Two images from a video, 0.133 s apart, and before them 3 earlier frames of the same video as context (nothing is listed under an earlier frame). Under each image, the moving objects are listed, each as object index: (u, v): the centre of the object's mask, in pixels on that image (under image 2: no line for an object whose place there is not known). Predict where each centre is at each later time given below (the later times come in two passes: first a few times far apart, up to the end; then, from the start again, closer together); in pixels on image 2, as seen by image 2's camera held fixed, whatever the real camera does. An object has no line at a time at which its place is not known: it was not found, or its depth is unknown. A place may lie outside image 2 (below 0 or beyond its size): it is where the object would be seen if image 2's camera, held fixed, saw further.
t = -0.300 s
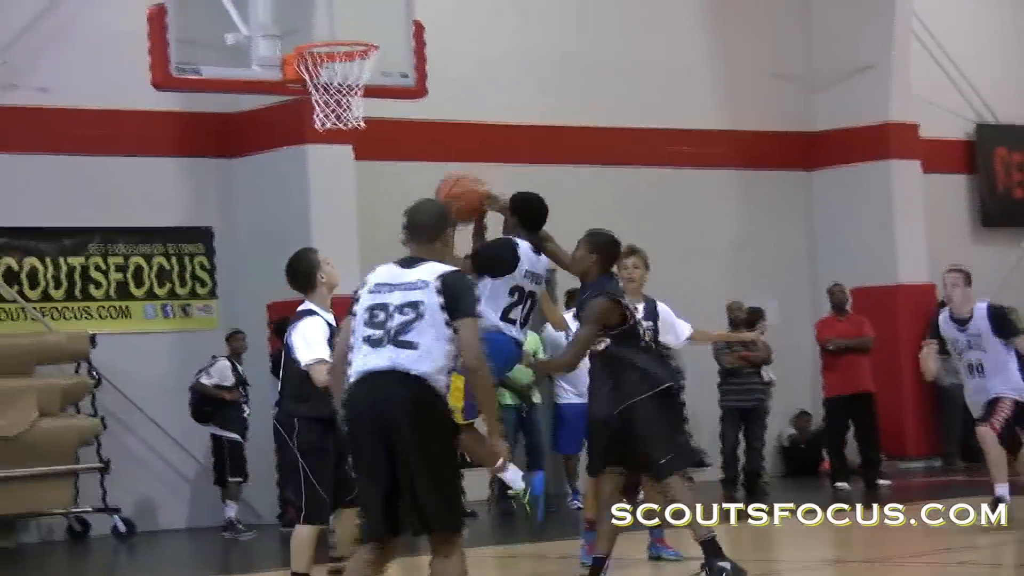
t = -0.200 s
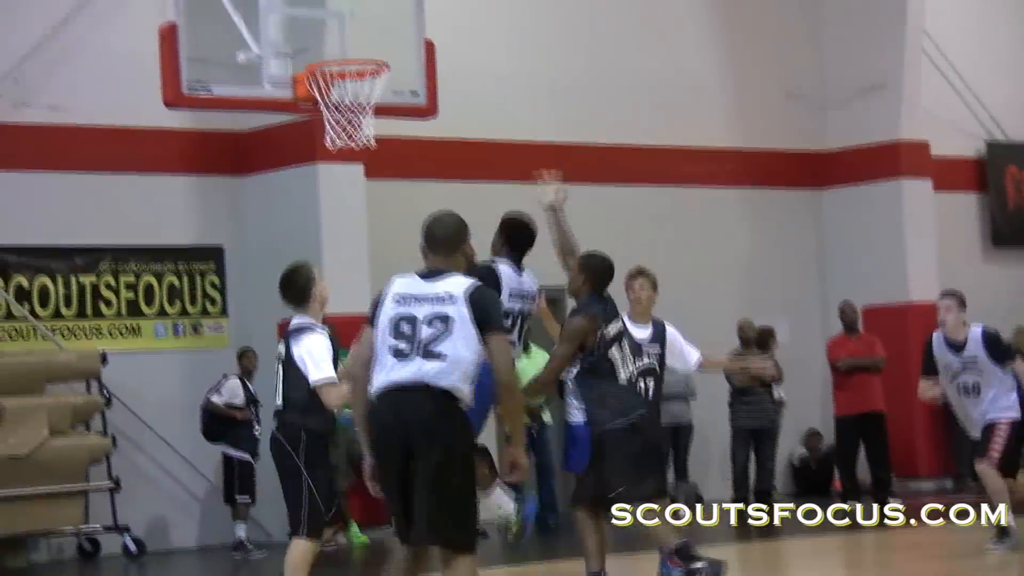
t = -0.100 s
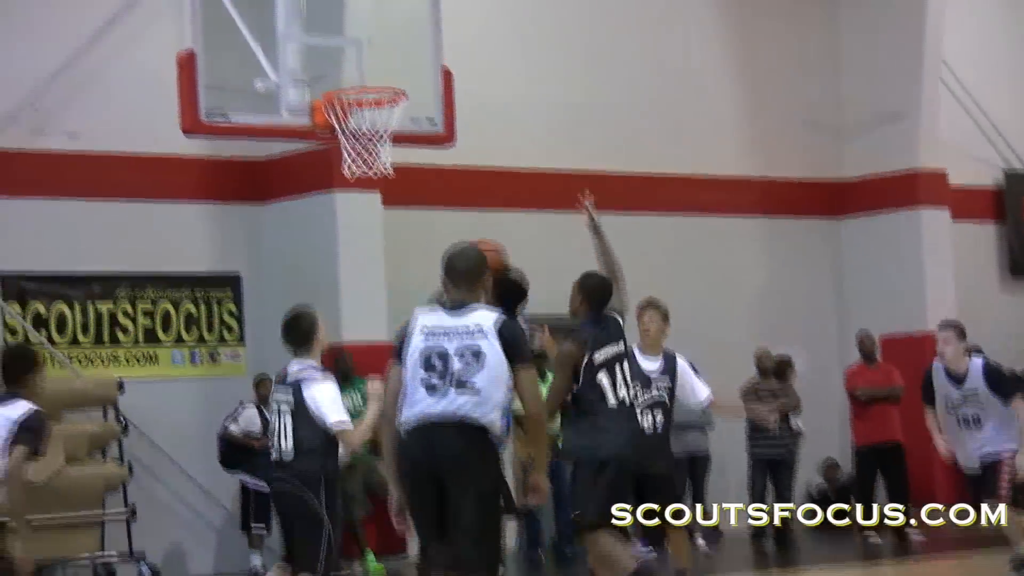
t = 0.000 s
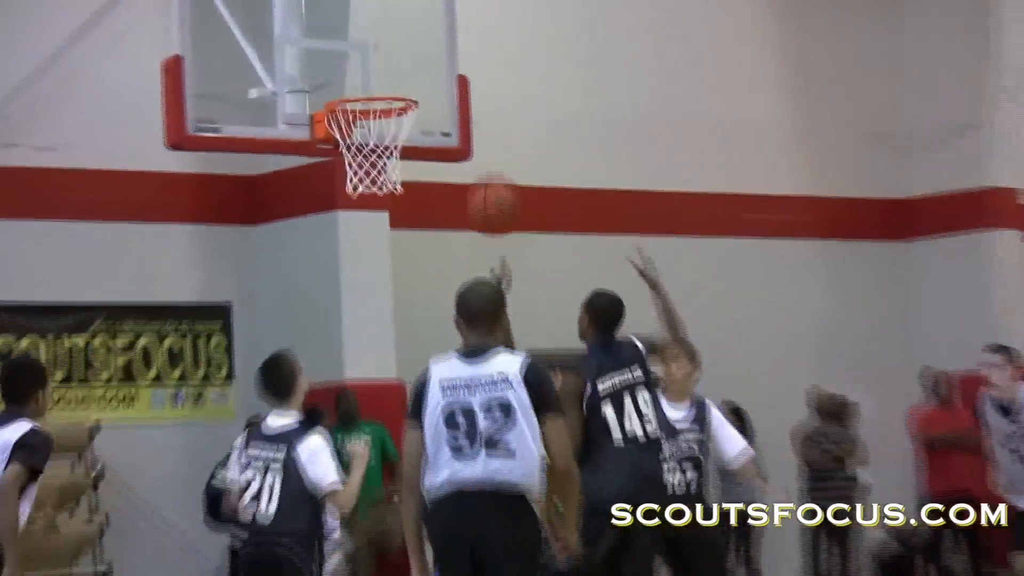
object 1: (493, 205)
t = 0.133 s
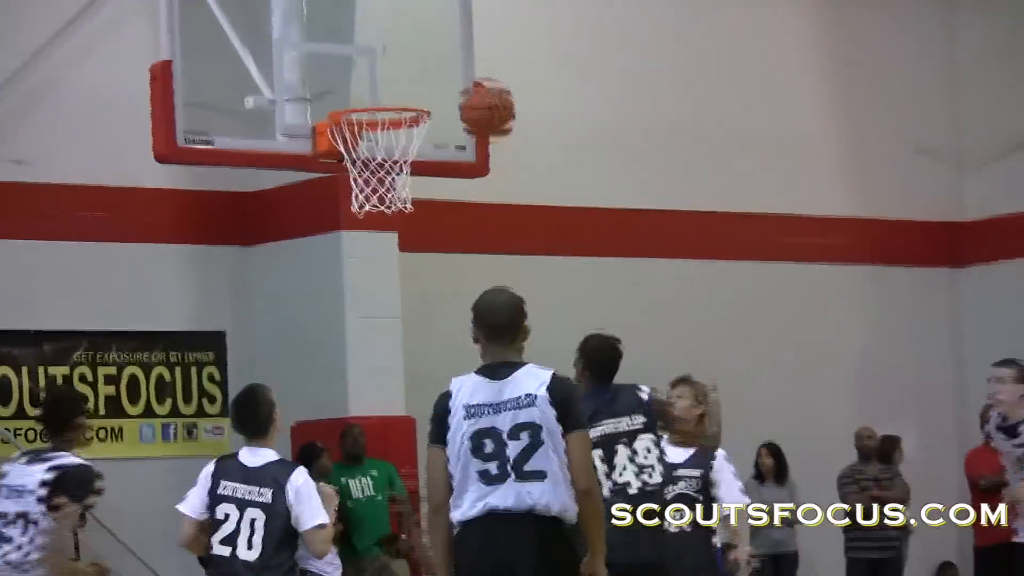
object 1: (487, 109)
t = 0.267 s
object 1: (464, 37)
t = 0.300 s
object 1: (459, 24)
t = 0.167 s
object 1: (480, 87)
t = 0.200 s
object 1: (475, 68)
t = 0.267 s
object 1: (464, 37)
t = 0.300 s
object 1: (459, 24)
